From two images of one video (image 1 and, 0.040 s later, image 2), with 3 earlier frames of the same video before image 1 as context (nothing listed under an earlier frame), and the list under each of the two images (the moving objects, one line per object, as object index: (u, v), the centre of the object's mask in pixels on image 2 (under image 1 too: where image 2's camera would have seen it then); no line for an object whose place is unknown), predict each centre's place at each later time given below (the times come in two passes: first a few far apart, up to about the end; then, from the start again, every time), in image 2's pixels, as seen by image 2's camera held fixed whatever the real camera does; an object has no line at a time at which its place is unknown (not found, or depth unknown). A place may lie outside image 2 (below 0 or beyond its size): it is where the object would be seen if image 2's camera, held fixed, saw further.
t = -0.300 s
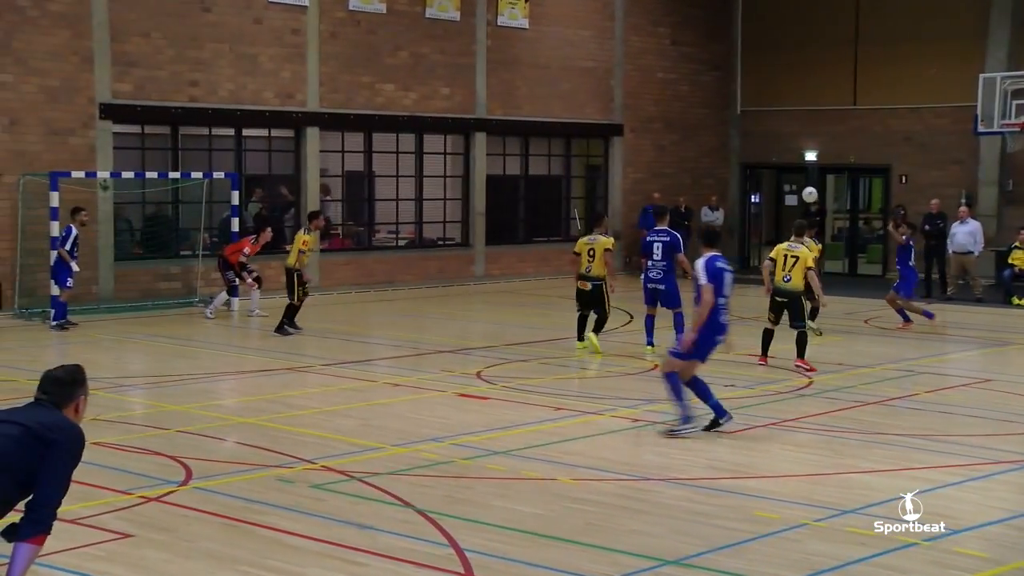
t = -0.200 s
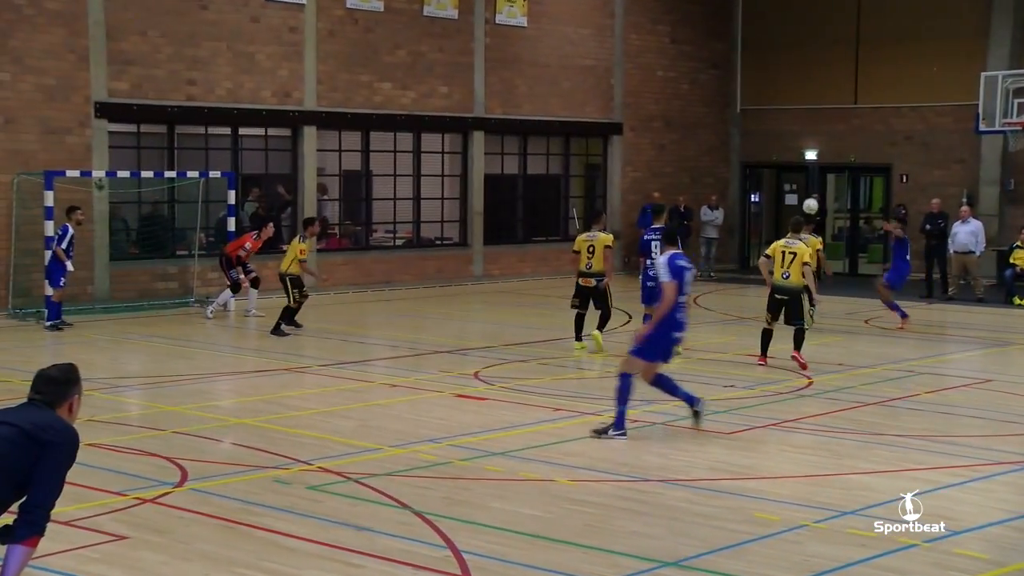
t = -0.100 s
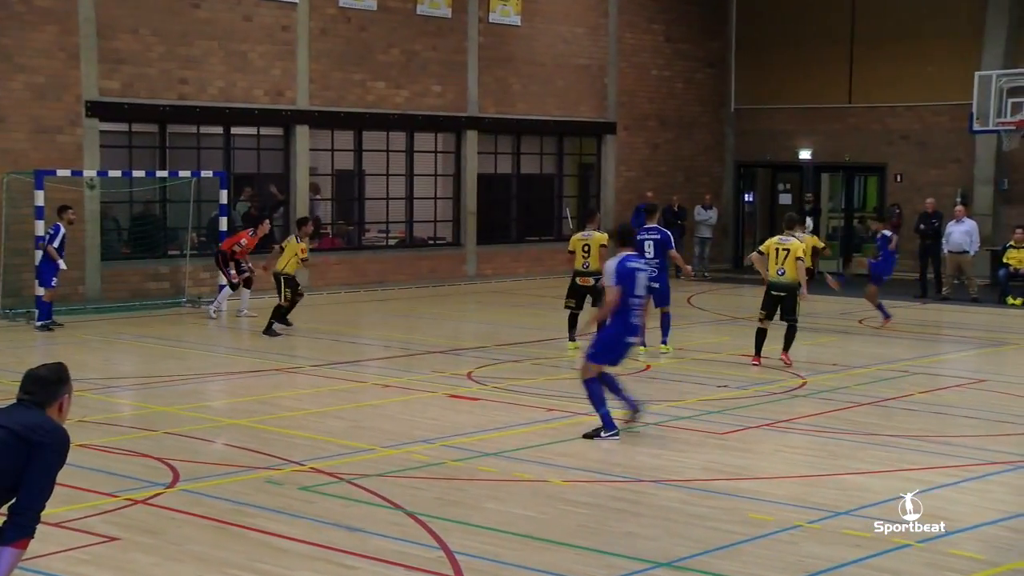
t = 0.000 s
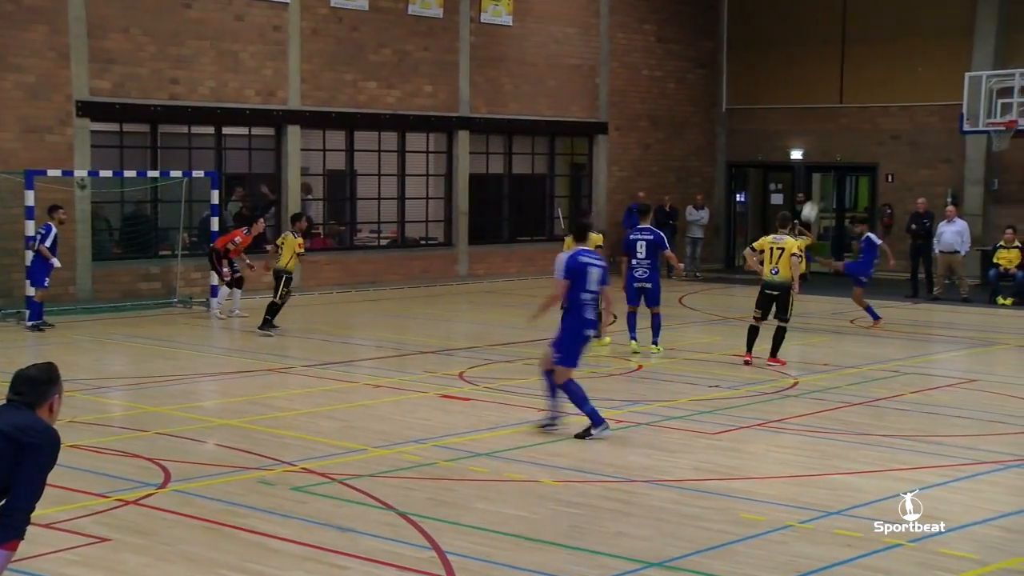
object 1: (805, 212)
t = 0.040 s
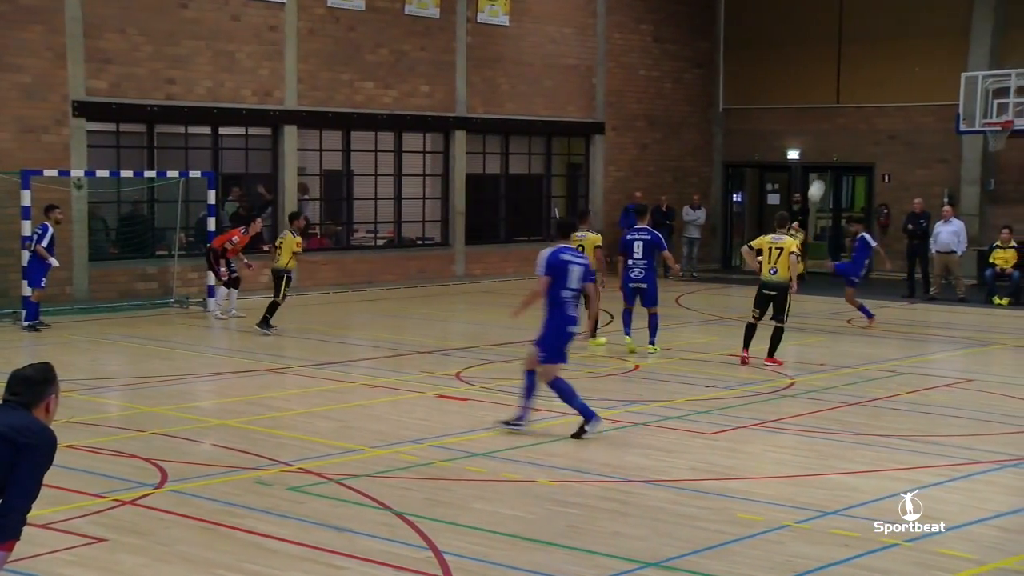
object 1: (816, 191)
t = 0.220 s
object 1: (866, 107)
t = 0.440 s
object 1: (933, 31)
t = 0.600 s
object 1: (987, -1)
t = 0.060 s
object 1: (821, 181)
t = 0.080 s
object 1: (827, 171)
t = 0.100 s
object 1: (832, 161)
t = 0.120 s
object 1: (838, 152)
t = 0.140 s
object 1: (843, 143)
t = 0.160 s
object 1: (849, 134)
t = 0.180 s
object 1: (854, 125)
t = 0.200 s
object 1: (860, 116)
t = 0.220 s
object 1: (866, 107)
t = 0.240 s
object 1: (871, 100)
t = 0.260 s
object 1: (878, 91)
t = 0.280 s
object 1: (883, 84)
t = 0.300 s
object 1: (889, 76)
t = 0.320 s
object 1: (895, 69)
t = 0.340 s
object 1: (901, 62)
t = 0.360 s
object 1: (907, 56)
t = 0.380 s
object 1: (913, 49)
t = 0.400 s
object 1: (920, 43)
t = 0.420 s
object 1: (926, 37)
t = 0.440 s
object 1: (933, 31)
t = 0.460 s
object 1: (939, 25)
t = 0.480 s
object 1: (946, 20)
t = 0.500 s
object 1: (953, 15)
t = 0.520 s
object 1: (960, 10)
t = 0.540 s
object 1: (967, 6)
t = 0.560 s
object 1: (973, 4)
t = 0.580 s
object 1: (980, 1)
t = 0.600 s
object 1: (987, -1)
